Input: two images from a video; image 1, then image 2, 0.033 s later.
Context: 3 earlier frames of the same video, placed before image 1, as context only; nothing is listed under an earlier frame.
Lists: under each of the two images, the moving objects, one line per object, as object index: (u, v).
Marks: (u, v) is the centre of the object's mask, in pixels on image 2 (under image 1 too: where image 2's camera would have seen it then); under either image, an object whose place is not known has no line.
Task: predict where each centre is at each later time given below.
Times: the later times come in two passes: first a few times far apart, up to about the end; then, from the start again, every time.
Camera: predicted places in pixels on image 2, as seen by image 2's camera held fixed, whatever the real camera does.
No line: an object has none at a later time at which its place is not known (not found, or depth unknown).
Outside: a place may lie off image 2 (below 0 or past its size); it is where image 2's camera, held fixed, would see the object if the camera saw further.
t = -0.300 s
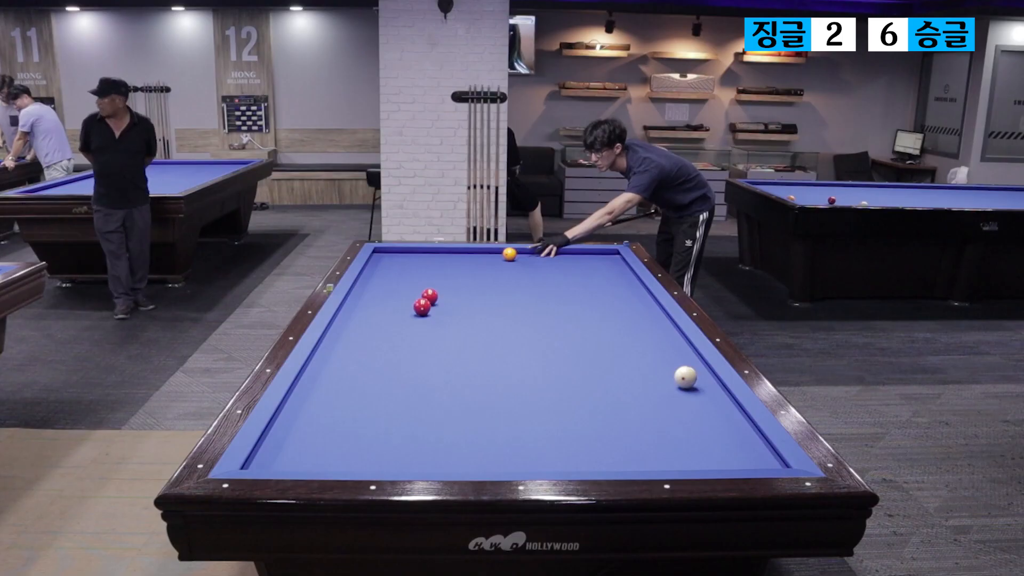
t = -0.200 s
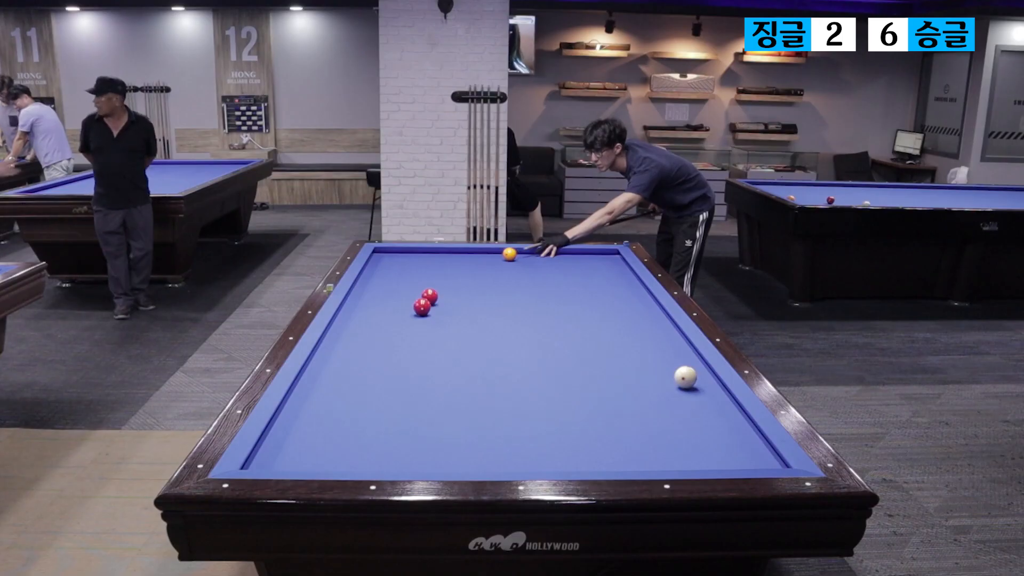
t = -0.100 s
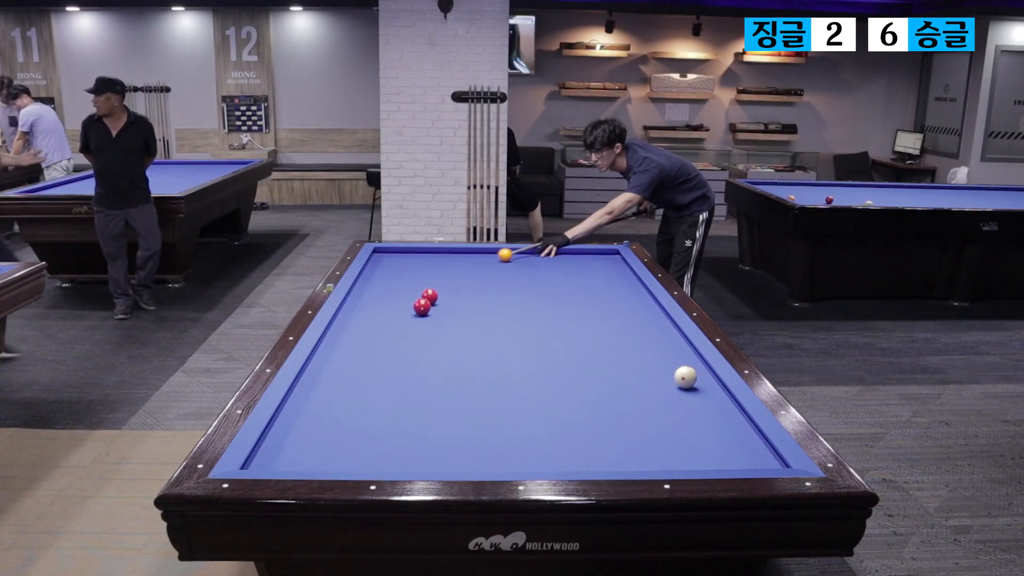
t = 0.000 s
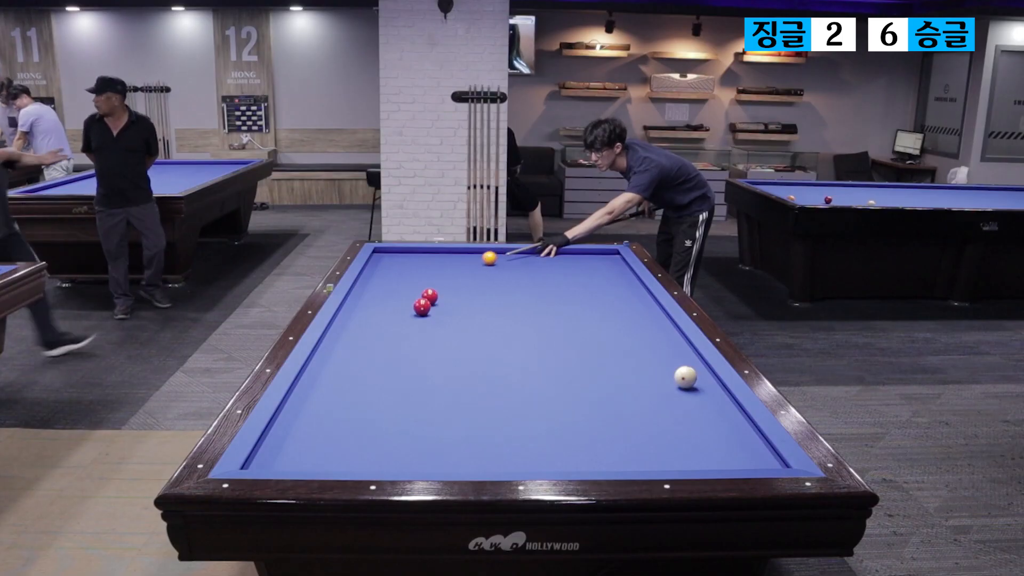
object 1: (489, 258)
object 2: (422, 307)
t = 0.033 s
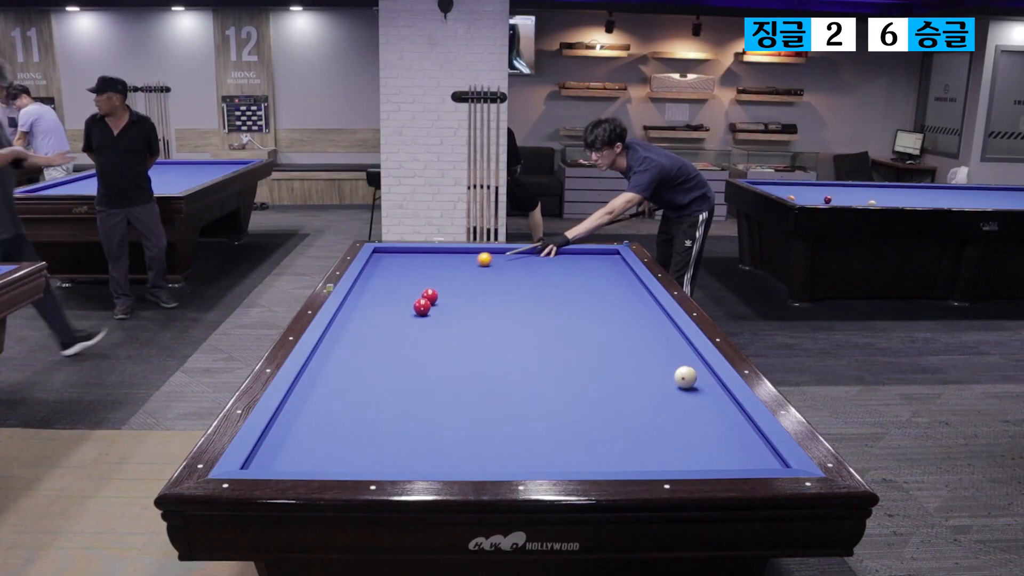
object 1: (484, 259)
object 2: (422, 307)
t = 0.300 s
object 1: (447, 267)
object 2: (422, 307)
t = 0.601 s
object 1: (402, 277)
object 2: (422, 307)
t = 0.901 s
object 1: (361, 287)
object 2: (422, 307)
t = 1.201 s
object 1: (384, 296)
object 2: (422, 307)
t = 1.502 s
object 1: (405, 305)
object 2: (422, 307)
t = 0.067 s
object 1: (479, 260)
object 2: (422, 307)
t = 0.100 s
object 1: (475, 261)
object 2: (422, 307)
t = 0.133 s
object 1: (470, 262)
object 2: (422, 307)
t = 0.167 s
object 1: (466, 263)
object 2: (422, 307)
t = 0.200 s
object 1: (461, 264)
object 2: (422, 307)
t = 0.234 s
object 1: (457, 265)
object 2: (422, 307)
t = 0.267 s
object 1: (452, 266)
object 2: (422, 307)
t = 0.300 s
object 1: (447, 267)
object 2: (422, 307)
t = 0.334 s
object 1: (442, 268)
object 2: (422, 307)
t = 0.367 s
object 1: (437, 269)
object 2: (422, 307)
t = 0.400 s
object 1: (432, 270)
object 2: (422, 307)
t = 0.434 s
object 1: (427, 271)
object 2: (422, 307)
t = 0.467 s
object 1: (423, 272)
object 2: (422, 307)
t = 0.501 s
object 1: (417, 273)
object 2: (422, 307)
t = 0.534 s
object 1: (413, 274)
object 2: (422, 307)
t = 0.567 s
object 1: (407, 276)
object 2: (422, 307)
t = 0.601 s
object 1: (402, 277)
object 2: (422, 307)
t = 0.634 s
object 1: (397, 278)
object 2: (422, 307)
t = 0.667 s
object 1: (392, 279)
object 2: (422, 307)
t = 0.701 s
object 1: (386, 280)
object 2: (422, 307)
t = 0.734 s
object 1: (381, 281)
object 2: (422, 307)
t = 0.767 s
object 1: (375, 282)
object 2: (422, 307)
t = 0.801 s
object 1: (370, 284)
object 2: (422, 307)
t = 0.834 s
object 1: (365, 285)
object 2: (422, 307)
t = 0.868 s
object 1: (359, 286)
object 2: (422, 307)
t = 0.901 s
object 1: (361, 287)
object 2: (422, 307)
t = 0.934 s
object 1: (365, 288)
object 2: (422, 307)
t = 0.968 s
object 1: (368, 289)
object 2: (422, 307)
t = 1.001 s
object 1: (370, 290)
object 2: (422, 307)
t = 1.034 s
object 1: (373, 291)
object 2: (422, 307)
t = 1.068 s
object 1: (375, 292)
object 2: (422, 307)
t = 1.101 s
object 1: (377, 293)
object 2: (422, 307)
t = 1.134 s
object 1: (379, 294)
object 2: (422, 307)
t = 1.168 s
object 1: (382, 295)
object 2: (422, 307)
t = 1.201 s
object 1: (384, 296)
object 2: (422, 307)
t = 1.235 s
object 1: (386, 297)
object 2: (422, 307)
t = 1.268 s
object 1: (388, 298)
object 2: (422, 307)
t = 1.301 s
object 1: (391, 299)
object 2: (422, 307)
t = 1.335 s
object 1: (393, 300)
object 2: (422, 307)
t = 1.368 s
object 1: (395, 301)
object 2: (422, 307)
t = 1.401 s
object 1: (397, 302)
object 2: (422, 307)
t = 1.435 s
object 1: (400, 303)
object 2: (422, 307)
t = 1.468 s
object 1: (402, 304)
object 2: (422, 307)
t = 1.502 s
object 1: (405, 305)
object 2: (422, 307)
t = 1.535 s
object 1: (405, 306)
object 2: (424, 307)
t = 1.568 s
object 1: (404, 307)
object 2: (427, 307)
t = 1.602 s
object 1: (404, 308)
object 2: (429, 307)
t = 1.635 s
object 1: (404, 309)
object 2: (431, 308)
